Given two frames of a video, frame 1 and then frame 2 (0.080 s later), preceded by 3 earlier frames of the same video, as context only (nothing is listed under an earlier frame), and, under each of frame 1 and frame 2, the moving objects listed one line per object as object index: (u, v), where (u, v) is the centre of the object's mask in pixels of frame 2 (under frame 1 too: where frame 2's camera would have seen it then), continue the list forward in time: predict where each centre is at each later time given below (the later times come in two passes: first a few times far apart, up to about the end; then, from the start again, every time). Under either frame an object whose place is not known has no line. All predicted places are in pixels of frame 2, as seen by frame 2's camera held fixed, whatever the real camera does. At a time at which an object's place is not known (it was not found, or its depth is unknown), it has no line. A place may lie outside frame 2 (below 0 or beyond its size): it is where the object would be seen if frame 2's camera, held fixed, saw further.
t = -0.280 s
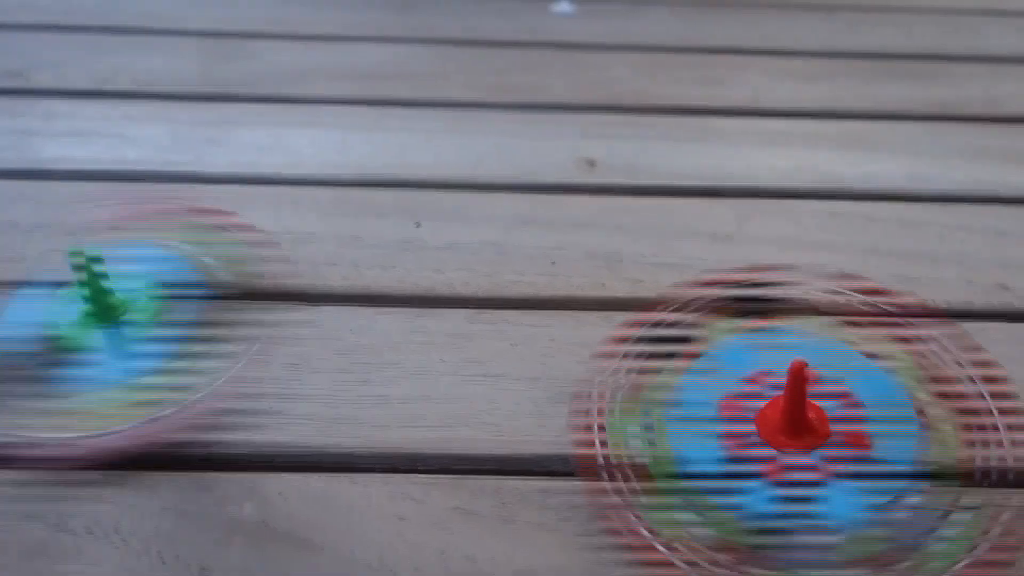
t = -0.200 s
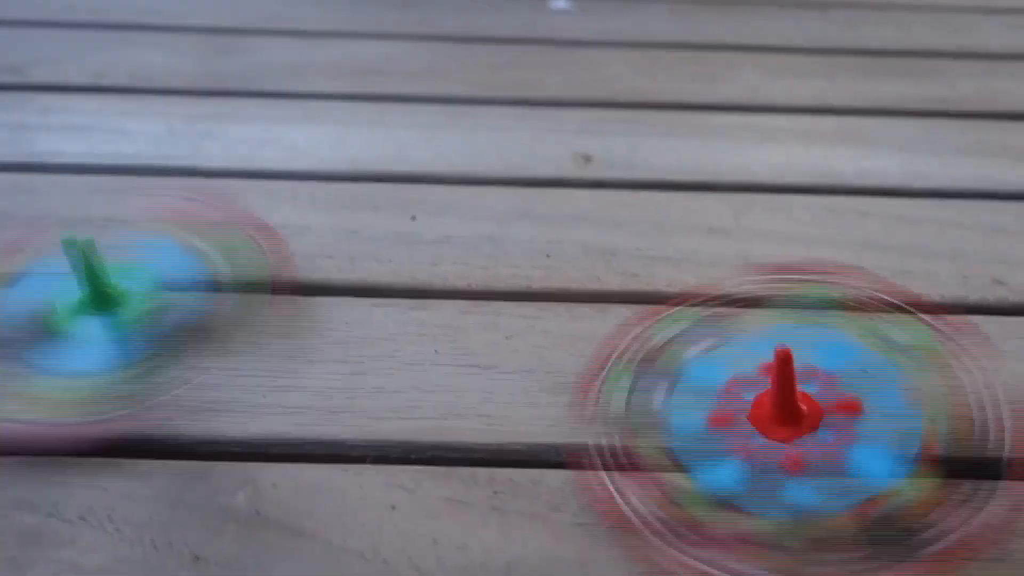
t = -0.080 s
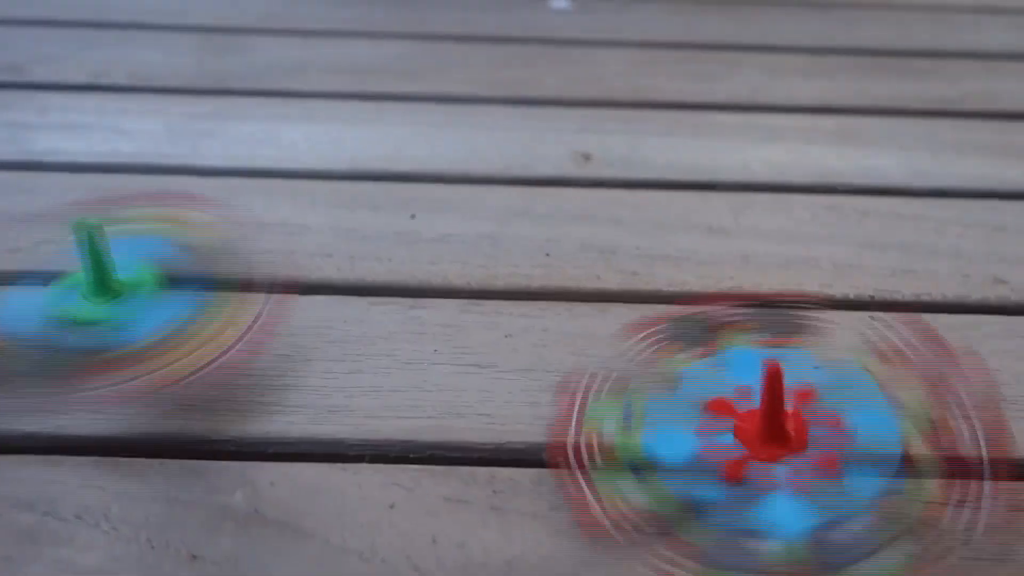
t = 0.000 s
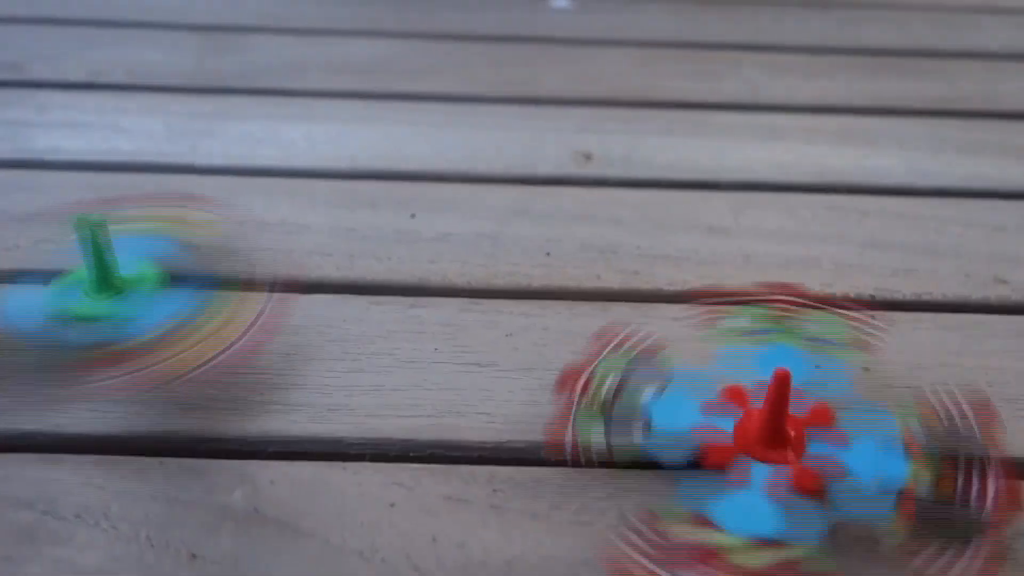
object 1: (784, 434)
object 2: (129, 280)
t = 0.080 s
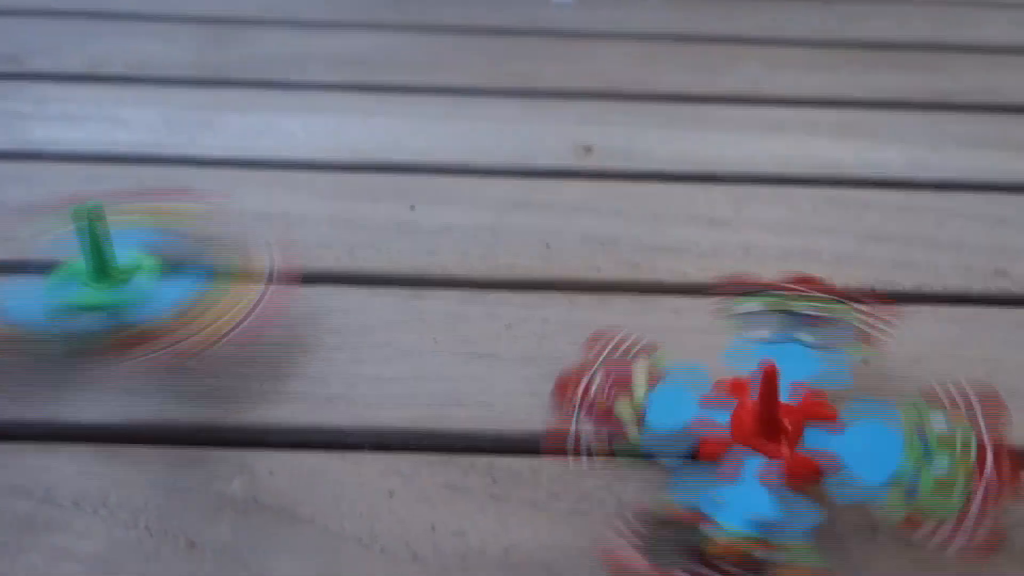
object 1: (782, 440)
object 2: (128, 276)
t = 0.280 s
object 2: (139, 286)
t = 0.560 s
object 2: (138, 288)
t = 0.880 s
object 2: (131, 289)
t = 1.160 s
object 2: (113, 266)
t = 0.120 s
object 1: (779, 445)
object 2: (125, 293)
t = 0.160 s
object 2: (126, 278)
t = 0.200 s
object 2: (134, 290)
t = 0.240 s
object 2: (126, 276)
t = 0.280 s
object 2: (139, 286)
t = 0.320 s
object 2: (127, 284)
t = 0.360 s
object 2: (135, 287)
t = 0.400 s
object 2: (137, 286)
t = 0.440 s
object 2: (138, 285)
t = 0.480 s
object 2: (136, 275)
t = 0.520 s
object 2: (133, 272)
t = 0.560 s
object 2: (138, 288)
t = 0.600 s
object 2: (132, 280)
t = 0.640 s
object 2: (140, 290)
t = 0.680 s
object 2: (138, 274)
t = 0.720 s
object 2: (136, 271)
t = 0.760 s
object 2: (139, 290)
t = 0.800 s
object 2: (127, 280)
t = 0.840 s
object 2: (143, 282)
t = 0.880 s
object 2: (131, 289)
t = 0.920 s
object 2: (126, 262)
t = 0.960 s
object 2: (133, 288)
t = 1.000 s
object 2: (121, 282)
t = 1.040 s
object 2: (113, 263)
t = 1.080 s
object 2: (119, 286)
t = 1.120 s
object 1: (771, 436)
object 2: (110, 287)
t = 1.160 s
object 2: (113, 266)
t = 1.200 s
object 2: (110, 286)
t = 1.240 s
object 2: (96, 293)
